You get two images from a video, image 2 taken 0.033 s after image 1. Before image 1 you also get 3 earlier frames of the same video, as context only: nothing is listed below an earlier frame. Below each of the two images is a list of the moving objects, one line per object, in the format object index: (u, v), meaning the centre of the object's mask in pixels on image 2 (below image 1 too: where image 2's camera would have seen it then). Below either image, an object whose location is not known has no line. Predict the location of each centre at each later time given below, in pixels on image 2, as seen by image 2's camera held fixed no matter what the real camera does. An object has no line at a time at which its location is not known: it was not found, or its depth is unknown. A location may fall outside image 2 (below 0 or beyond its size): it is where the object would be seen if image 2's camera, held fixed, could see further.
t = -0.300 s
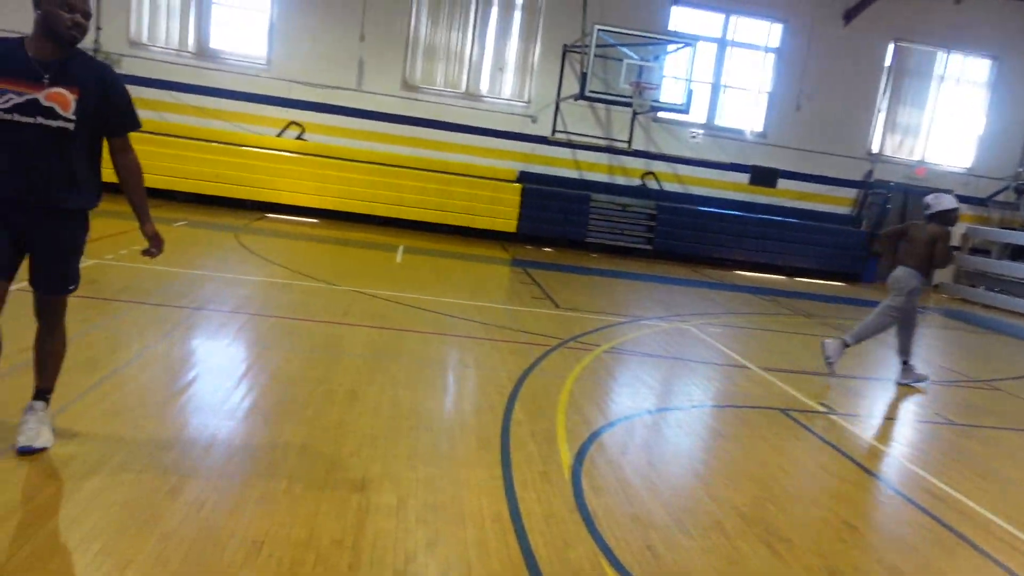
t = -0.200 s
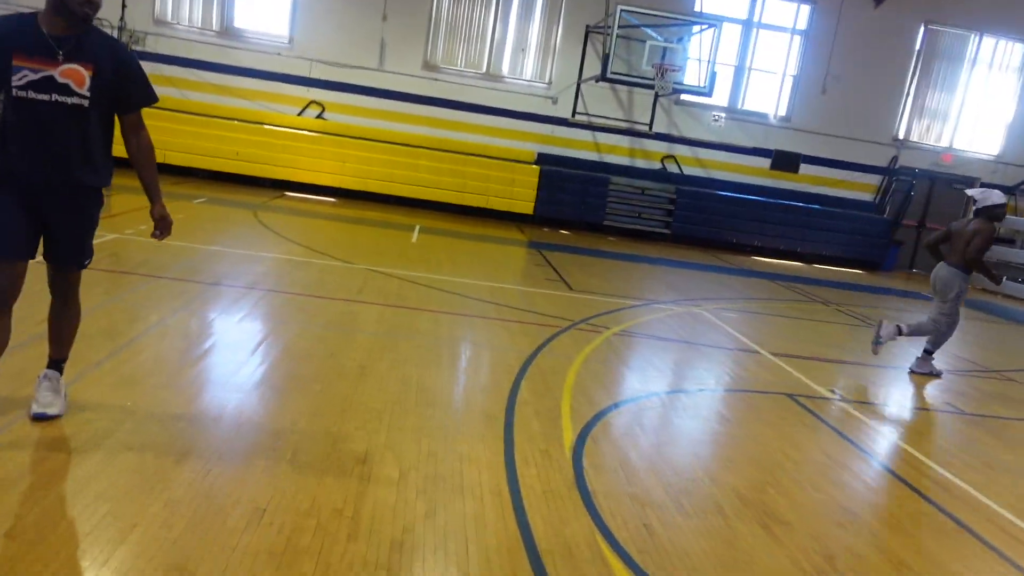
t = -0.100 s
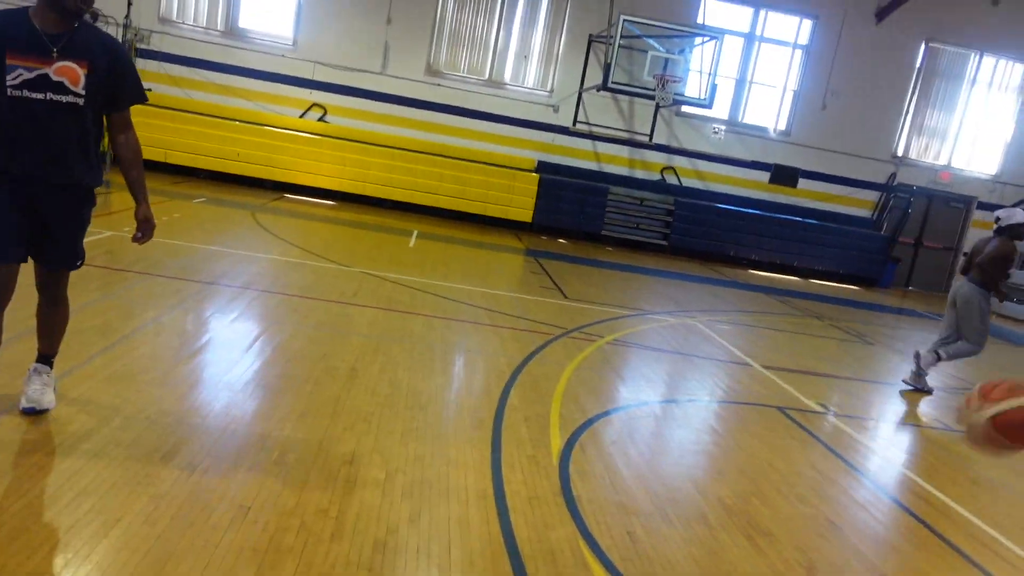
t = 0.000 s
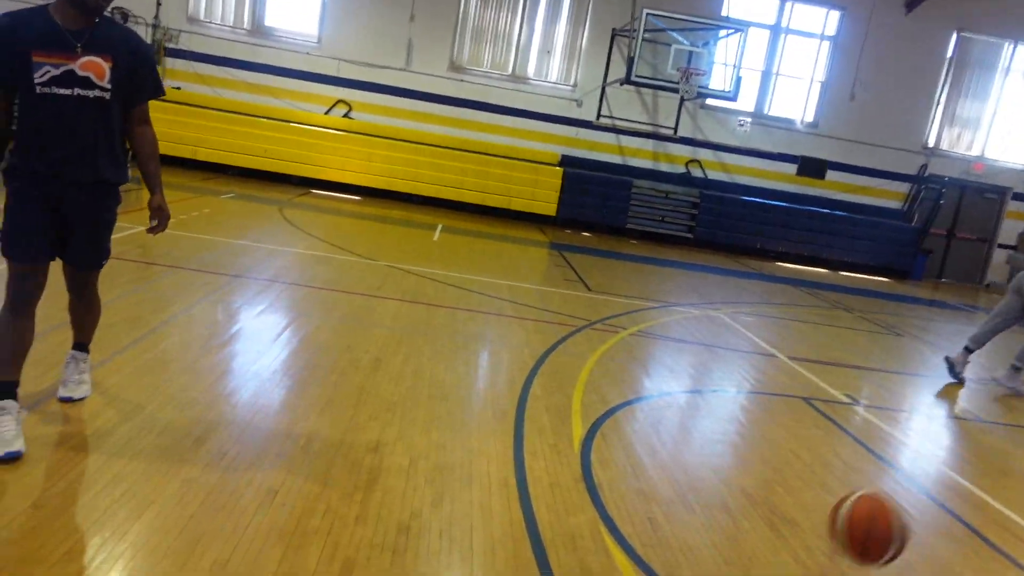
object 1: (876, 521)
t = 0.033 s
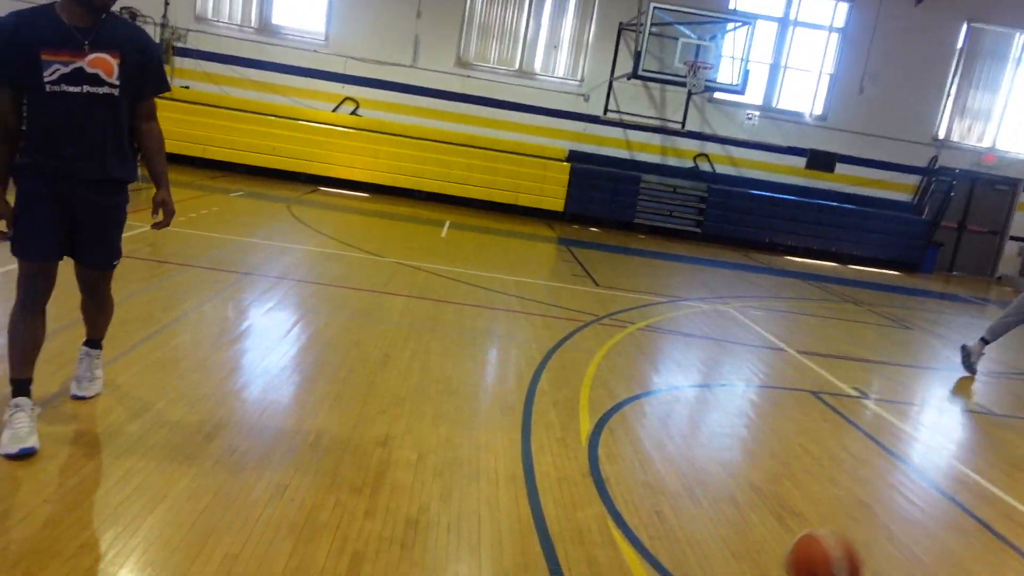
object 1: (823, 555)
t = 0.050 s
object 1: (796, 566)
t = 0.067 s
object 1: (786, 561)
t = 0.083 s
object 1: (779, 552)
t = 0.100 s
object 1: (768, 534)
